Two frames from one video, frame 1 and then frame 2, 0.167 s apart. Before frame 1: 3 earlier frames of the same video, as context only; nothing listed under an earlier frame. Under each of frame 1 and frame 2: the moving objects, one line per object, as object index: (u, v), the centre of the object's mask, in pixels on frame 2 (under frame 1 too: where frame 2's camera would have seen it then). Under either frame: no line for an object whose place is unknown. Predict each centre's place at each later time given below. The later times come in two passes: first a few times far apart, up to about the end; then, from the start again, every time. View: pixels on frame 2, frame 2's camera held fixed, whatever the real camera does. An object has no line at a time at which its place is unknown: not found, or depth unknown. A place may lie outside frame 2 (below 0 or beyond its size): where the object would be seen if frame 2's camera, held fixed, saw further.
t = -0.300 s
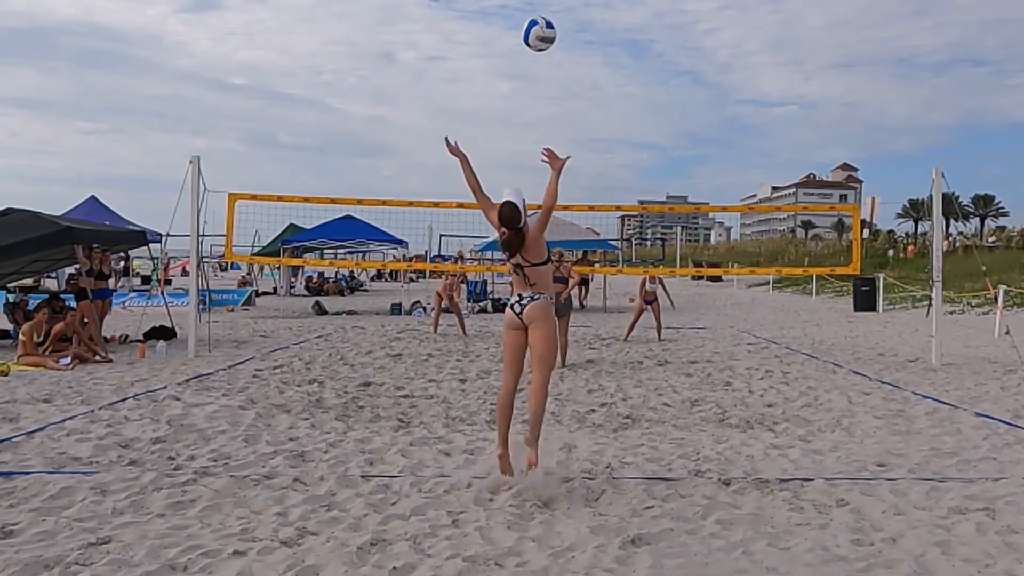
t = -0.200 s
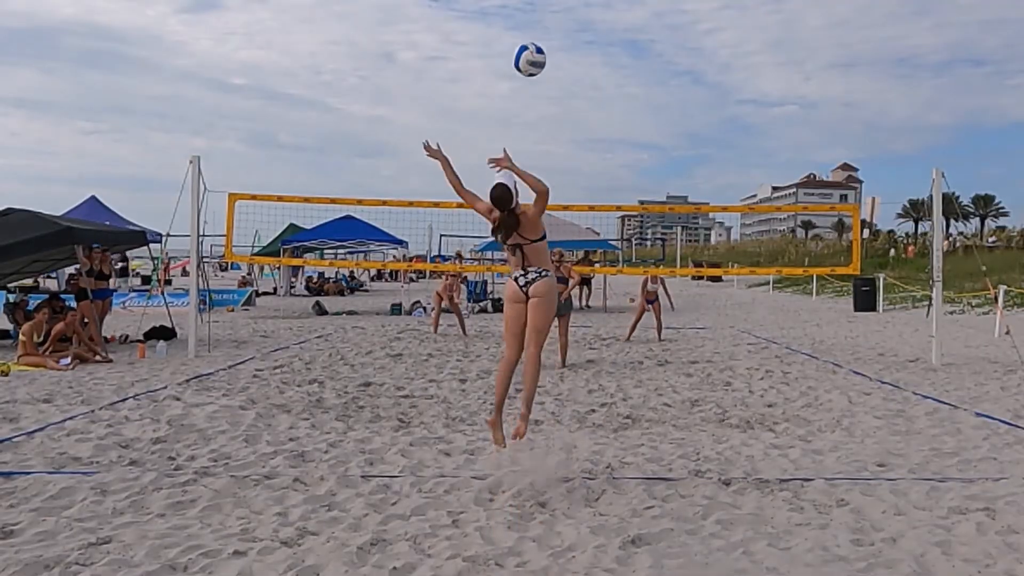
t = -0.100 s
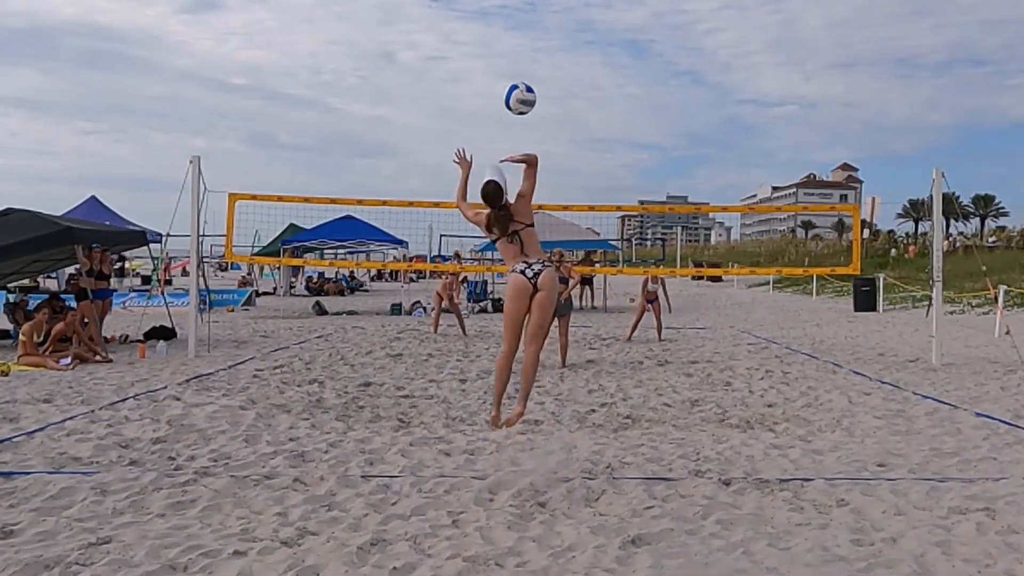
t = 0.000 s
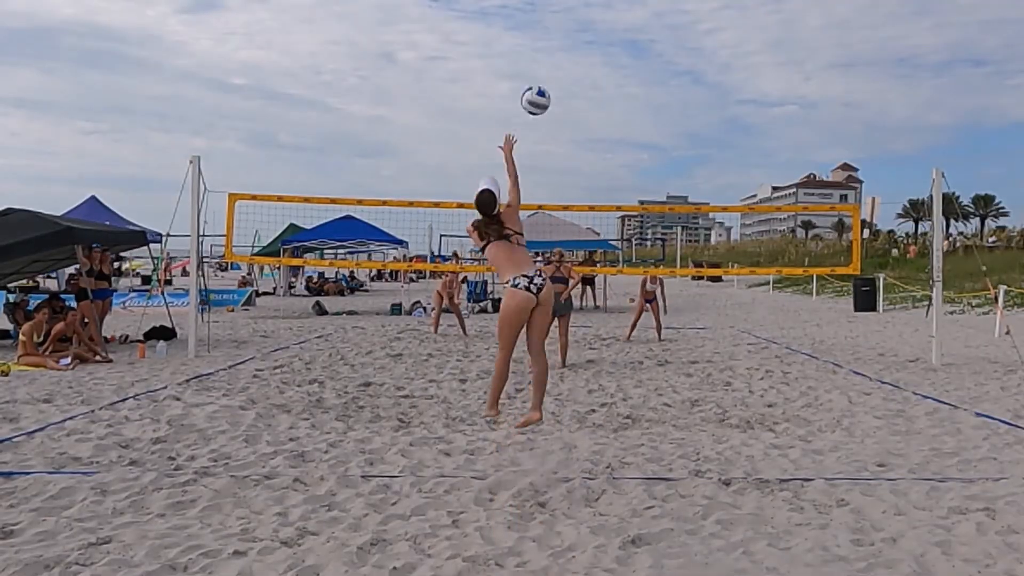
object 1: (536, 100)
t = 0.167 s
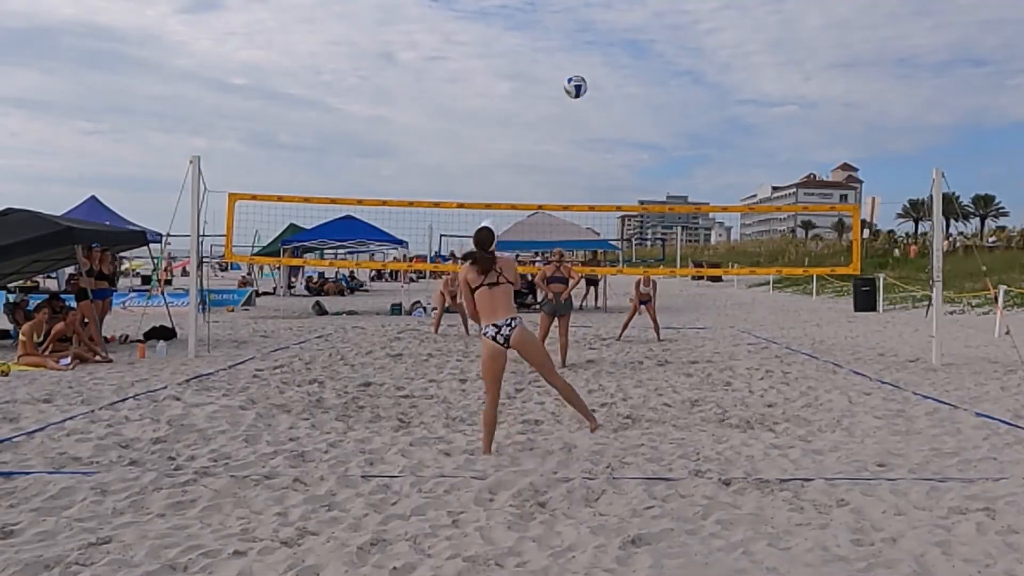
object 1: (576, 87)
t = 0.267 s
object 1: (592, 92)
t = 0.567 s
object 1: (618, 137)
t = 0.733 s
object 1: (626, 178)
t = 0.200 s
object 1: (581, 88)
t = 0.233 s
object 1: (586, 89)
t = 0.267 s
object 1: (592, 92)
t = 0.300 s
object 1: (595, 94)
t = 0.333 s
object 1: (599, 98)
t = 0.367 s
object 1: (603, 102)
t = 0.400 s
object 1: (607, 107)
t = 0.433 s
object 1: (609, 112)
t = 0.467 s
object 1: (611, 118)
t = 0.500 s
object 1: (614, 123)
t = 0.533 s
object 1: (616, 130)
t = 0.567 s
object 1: (618, 137)
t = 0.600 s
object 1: (621, 144)
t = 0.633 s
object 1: (622, 152)
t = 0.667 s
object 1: (624, 161)
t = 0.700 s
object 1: (624, 169)
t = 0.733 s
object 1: (626, 178)
